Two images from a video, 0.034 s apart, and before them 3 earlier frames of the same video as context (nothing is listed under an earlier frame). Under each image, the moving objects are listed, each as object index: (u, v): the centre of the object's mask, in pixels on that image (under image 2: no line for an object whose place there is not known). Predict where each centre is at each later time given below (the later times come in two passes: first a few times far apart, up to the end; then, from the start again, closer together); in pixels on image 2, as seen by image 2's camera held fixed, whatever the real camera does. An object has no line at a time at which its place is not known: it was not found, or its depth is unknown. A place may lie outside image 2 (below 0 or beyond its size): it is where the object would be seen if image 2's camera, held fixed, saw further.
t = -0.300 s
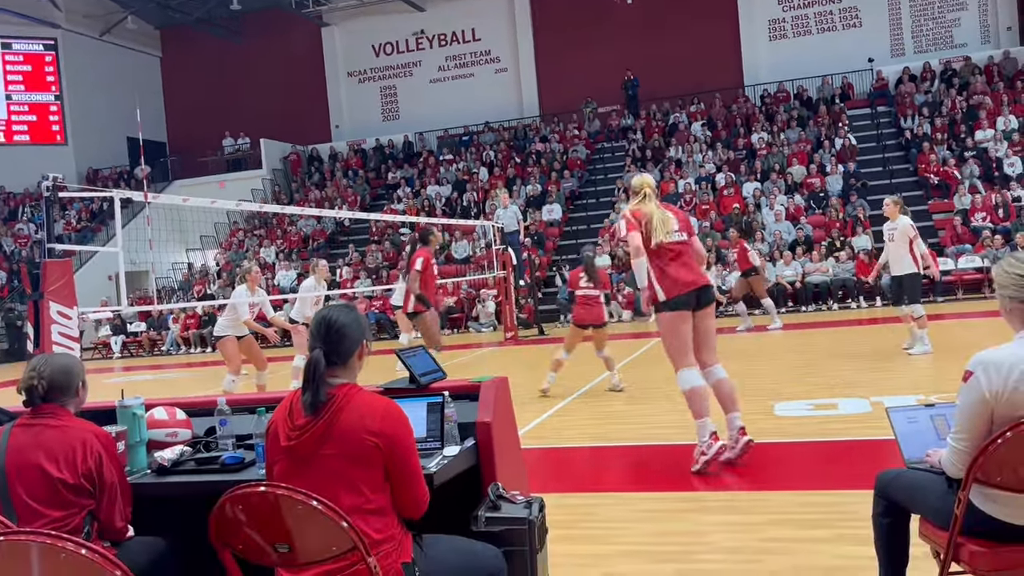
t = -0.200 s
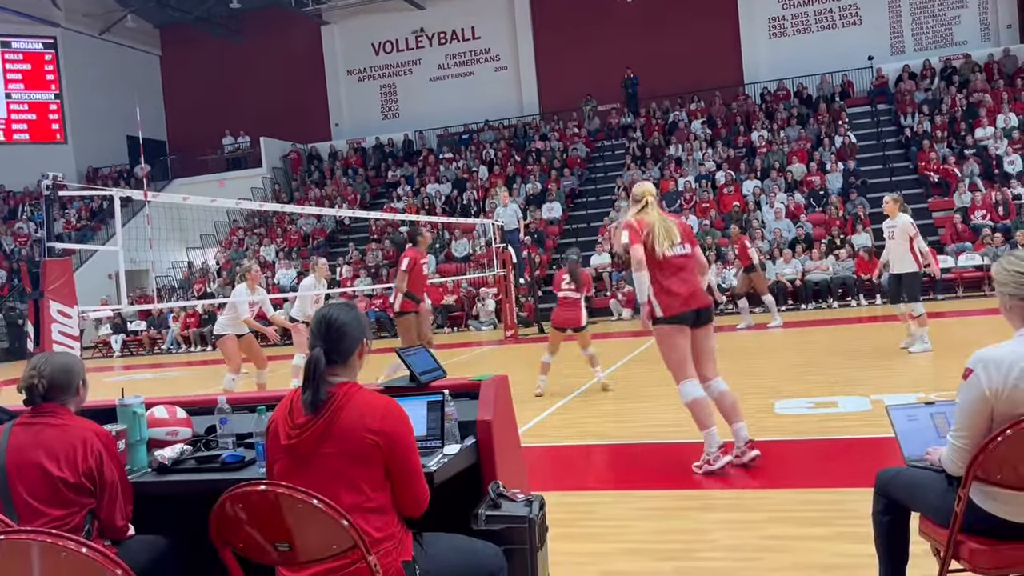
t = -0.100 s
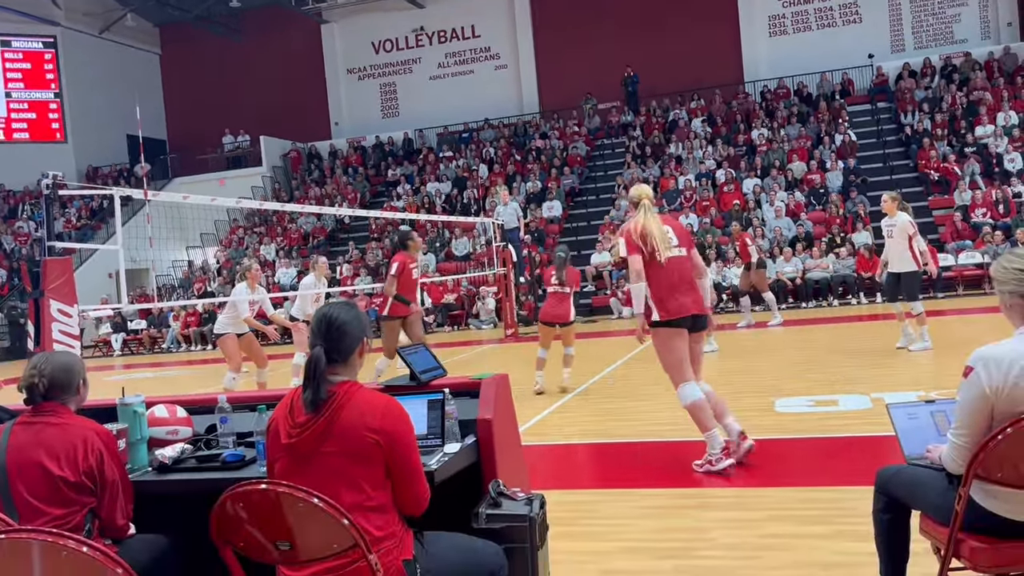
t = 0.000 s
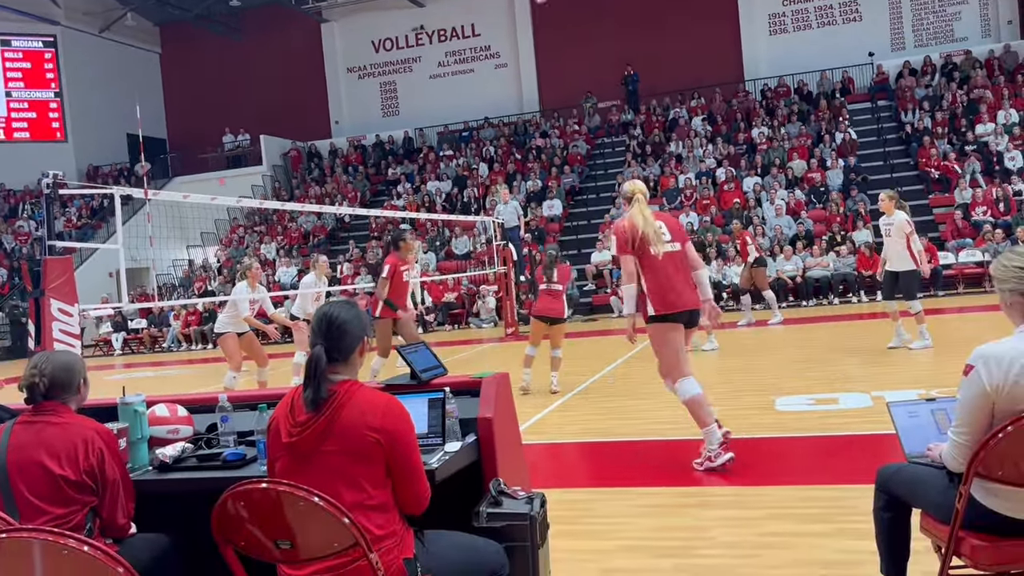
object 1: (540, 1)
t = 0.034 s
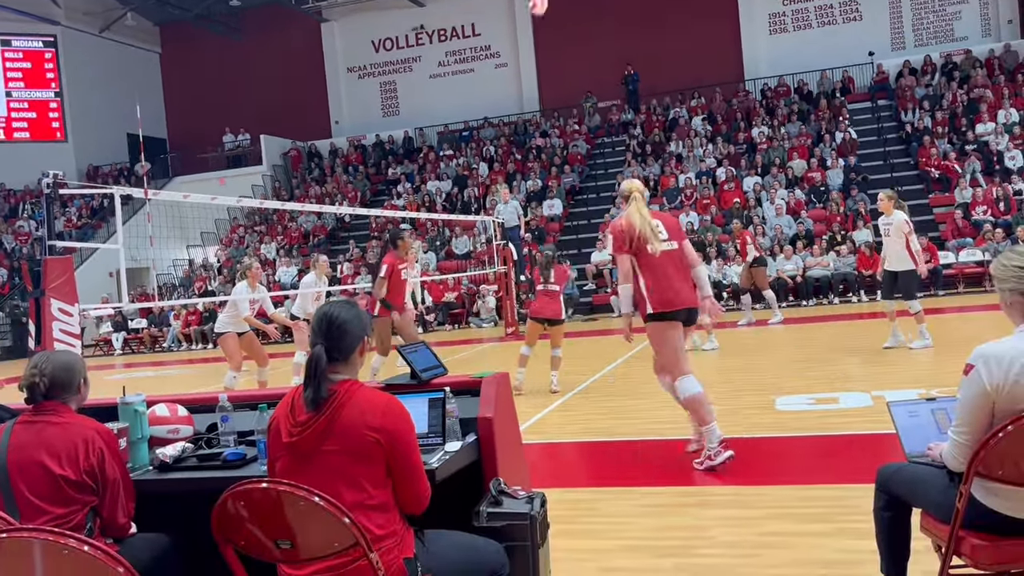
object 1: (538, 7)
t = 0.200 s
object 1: (525, 86)
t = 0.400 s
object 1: (509, 215)
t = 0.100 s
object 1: (532, 33)
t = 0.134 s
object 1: (530, 48)
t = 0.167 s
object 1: (527, 66)
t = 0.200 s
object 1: (525, 86)
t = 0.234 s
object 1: (522, 104)
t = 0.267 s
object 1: (519, 124)
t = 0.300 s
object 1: (516, 145)
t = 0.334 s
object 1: (514, 167)
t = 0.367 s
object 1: (512, 190)
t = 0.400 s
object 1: (509, 215)
